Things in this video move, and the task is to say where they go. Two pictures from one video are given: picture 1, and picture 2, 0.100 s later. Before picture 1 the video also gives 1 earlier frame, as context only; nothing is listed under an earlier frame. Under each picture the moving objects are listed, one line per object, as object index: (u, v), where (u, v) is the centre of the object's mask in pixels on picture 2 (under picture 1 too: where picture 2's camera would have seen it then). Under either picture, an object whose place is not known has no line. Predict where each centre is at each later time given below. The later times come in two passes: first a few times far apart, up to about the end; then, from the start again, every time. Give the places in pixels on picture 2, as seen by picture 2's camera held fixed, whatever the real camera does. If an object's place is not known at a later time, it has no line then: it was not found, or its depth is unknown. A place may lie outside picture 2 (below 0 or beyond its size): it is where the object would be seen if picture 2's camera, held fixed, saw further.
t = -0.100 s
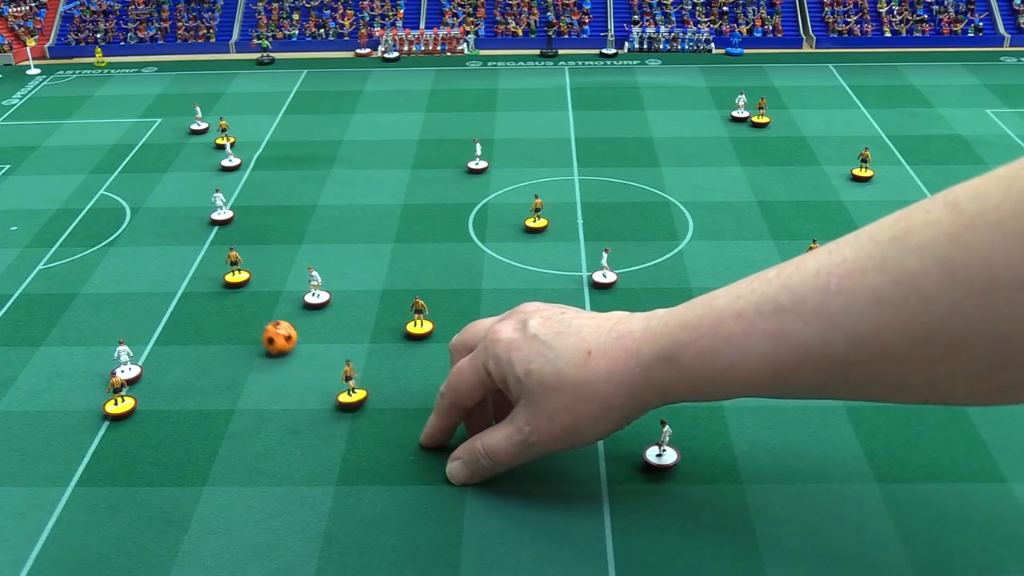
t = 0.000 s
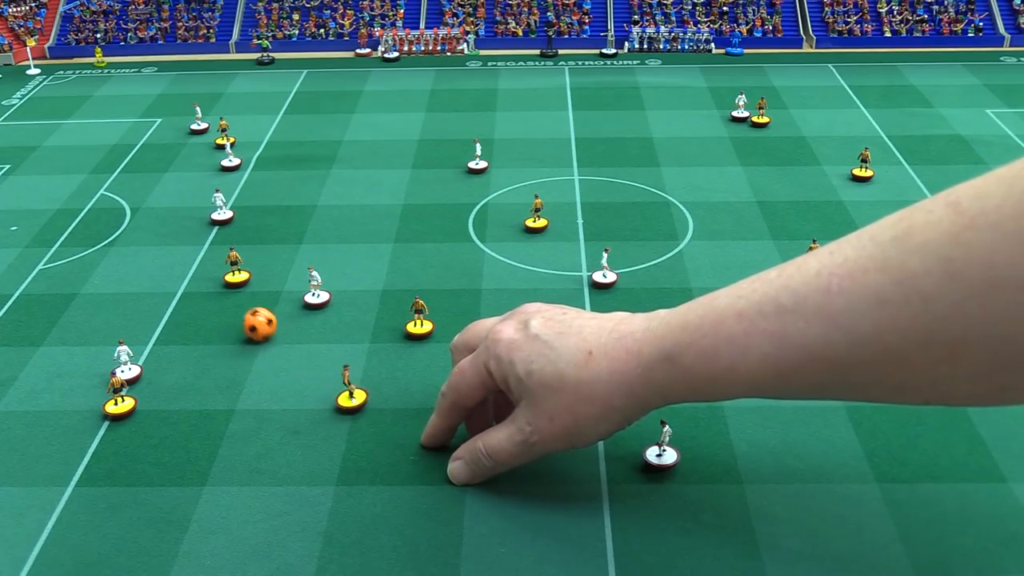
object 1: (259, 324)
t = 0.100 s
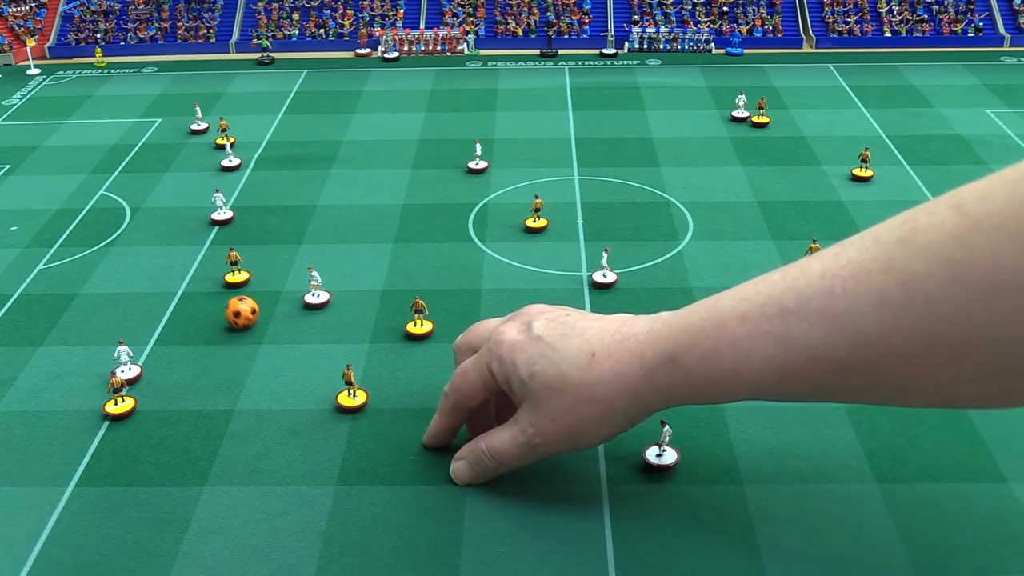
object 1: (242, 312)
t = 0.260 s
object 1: (216, 296)
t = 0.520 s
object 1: (179, 275)
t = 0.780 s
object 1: (149, 260)
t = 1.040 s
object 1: (124, 250)
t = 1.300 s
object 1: (107, 243)
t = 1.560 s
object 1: (92, 239)
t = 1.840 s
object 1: (88, 239)
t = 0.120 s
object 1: (239, 310)
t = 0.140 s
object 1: (235, 308)
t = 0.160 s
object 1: (232, 306)
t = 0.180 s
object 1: (229, 304)
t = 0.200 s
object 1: (225, 302)
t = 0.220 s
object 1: (222, 300)
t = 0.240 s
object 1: (219, 298)
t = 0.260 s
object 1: (216, 296)
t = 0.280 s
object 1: (213, 294)
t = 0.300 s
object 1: (210, 292)
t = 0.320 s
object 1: (207, 291)
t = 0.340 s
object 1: (204, 289)
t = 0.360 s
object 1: (201, 287)
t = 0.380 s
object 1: (198, 286)
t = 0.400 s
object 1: (195, 284)
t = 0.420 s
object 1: (192, 282)
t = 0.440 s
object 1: (190, 281)
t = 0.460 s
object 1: (187, 279)
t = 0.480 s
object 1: (185, 278)
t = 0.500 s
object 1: (182, 277)
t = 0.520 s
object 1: (179, 275)
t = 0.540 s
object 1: (177, 274)
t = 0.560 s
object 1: (174, 273)
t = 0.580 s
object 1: (172, 271)
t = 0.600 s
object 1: (169, 270)
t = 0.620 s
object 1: (167, 269)
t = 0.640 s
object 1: (165, 268)
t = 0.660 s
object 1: (162, 267)
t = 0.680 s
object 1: (160, 266)
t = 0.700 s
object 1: (157, 264)
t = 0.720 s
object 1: (155, 263)
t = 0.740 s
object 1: (153, 262)
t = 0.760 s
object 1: (151, 261)
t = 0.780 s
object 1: (149, 260)
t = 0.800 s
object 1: (147, 259)
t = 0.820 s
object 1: (145, 258)
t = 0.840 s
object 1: (143, 257)
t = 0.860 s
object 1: (141, 256)
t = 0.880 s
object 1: (139, 256)
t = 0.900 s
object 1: (137, 255)
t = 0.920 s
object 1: (135, 254)
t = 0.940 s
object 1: (133, 253)
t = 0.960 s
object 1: (131, 253)
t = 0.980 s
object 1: (129, 252)
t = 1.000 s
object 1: (128, 251)
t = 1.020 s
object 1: (126, 251)
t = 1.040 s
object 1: (124, 250)
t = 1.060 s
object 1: (123, 249)
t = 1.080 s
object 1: (121, 249)
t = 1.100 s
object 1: (119, 248)
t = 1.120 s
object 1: (118, 247)
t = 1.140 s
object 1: (117, 247)
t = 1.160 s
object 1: (115, 246)
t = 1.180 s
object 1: (114, 246)
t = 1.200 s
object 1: (113, 245)
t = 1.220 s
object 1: (112, 245)
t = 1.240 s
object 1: (110, 244)
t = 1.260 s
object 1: (109, 244)
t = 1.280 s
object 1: (108, 244)
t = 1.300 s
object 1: (107, 243)
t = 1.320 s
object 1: (106, 242)
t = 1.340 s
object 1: (105, 242)
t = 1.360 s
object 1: (103, 241)
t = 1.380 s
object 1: (102, 241)
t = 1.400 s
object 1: (101, 241)
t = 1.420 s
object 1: (100, 240)
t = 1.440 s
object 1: (99, 240)
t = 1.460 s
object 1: (97, 240)
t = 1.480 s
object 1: (96, 240)
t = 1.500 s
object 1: (95, 240)
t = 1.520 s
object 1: (94, 239)
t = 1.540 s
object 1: (93, 239)
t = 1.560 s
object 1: (92, 239)
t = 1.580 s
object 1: (91, 239)
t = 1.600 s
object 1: (91, 238)
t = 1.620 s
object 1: (90, 238)
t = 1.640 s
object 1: (89, 238)
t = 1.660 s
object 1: (88, 238)
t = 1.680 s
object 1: (88, 238)
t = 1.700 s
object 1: (87, 238)
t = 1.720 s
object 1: (87, 238)
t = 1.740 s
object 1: (87, 239)
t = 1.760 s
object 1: (87, 239)
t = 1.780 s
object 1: (87, 239)
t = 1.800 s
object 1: (87, 239)
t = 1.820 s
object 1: (88, 239)
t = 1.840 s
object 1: (88, 239)
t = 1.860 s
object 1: (88, 239)
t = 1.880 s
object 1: (89, 239)
